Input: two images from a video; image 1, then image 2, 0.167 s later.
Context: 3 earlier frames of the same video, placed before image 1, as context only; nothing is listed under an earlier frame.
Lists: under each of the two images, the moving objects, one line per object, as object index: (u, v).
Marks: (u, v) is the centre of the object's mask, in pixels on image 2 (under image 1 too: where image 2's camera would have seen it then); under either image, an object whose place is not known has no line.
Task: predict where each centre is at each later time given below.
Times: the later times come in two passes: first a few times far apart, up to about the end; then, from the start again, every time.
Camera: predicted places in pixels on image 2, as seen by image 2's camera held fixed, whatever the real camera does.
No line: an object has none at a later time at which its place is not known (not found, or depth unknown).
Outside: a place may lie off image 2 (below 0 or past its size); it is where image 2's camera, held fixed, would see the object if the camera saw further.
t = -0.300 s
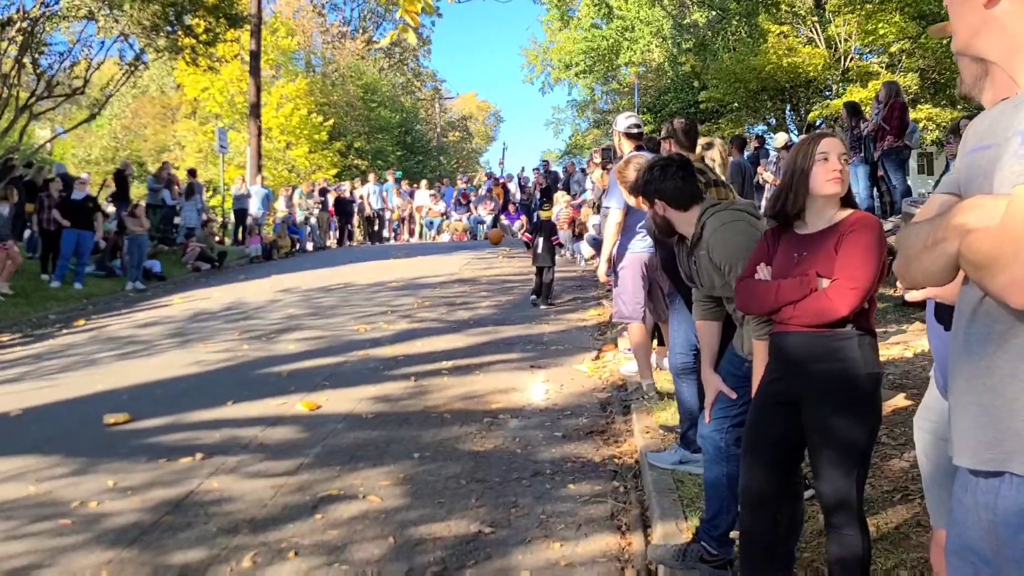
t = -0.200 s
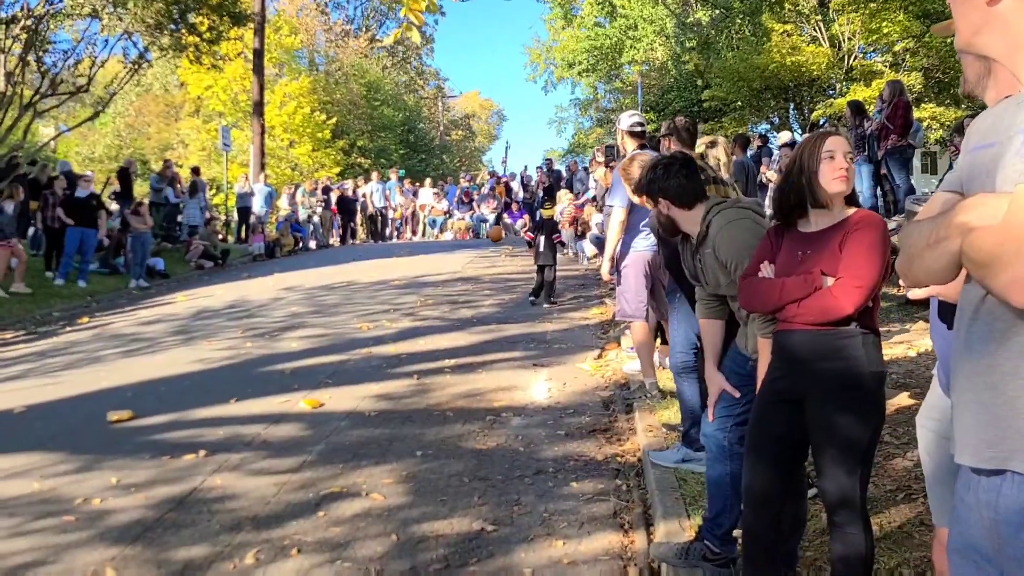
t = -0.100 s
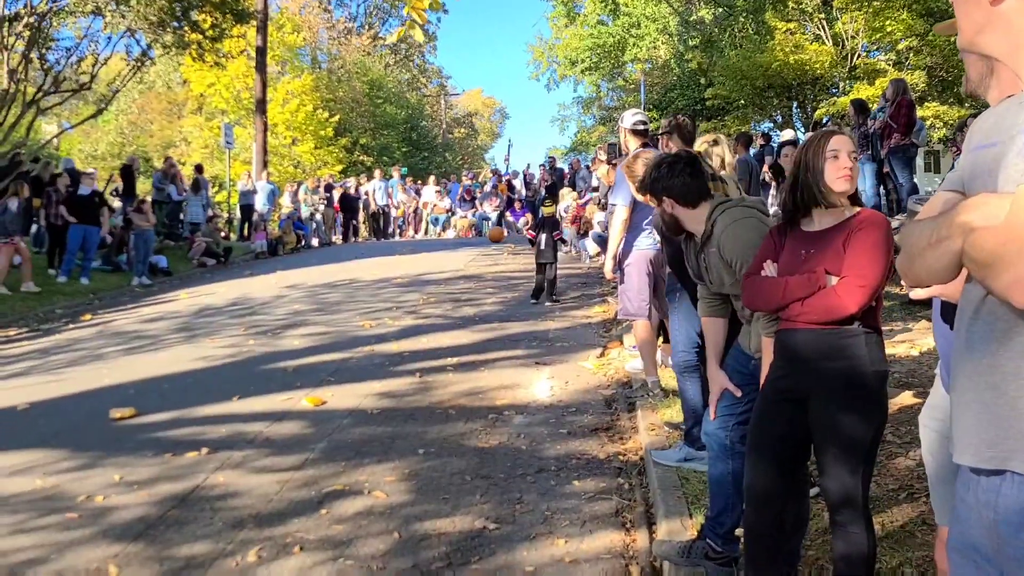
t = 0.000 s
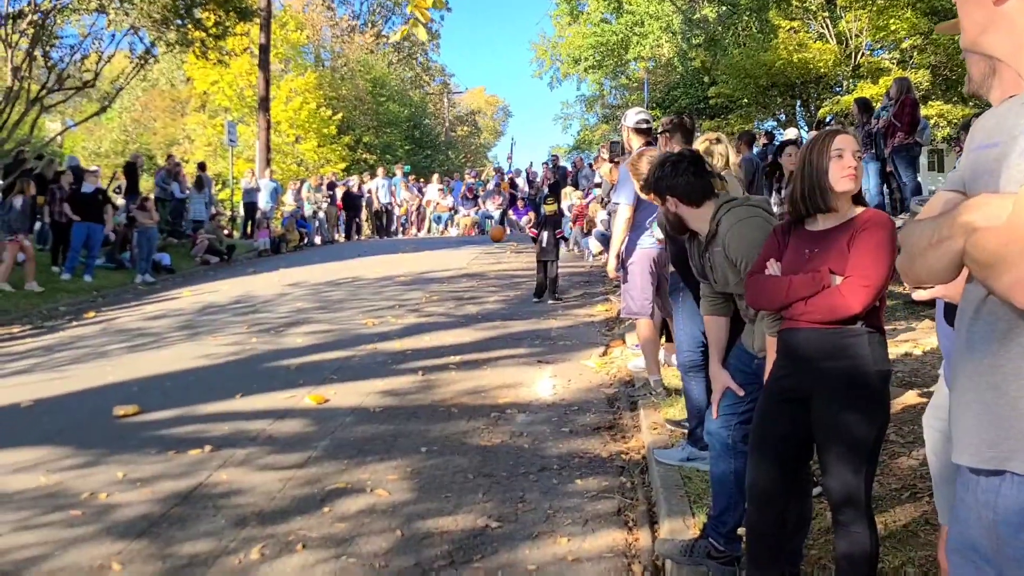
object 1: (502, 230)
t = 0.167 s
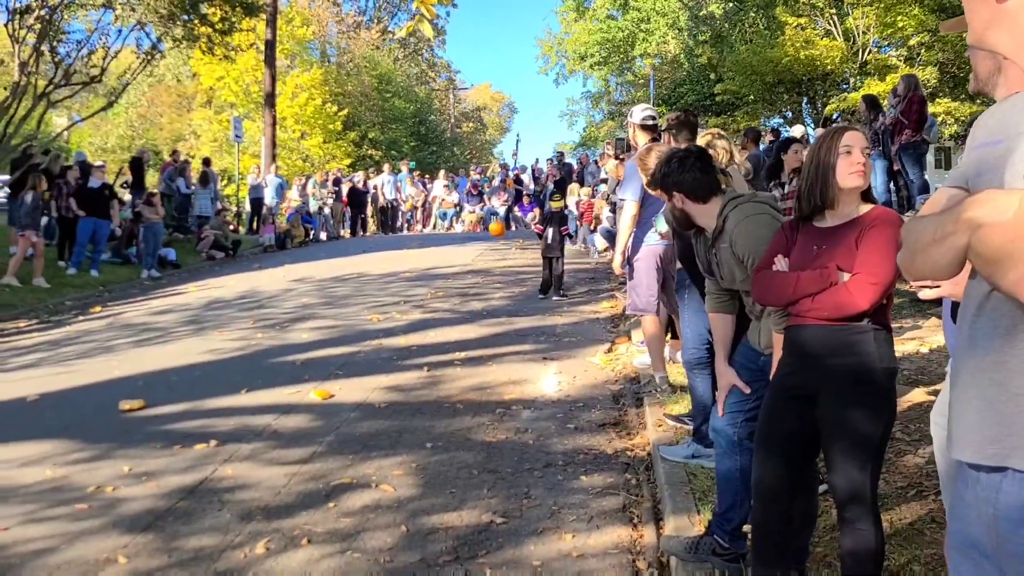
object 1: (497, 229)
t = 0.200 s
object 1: (497, 228)
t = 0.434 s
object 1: (492, 232)
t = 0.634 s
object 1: (487, 236)
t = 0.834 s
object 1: (482, 239)
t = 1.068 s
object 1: (475, 243)
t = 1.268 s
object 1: (469, 247)
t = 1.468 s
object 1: (460, 251)
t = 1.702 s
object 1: (447, 258)
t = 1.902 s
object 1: (433, 266)
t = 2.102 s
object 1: (416, 277)
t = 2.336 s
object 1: (392, 285)
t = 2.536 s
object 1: (365, 304)
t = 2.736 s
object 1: (329, 324)
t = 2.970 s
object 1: (270, 349)
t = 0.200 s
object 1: (497, 228)
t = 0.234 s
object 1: (497, 228)
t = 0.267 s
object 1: (496, 229)
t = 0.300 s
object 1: (495, 230)
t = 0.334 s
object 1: (494, 232)
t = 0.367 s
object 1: (493, 234)
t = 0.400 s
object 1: (493, 233)
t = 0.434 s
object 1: (492, 232)
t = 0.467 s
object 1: (491, 233)
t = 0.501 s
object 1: (490, 234)
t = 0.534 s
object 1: (489, 235)
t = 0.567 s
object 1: (489, 236)
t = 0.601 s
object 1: (488, 236)
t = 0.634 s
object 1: (487, 236)
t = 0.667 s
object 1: (486, 237)
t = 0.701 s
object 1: (486, 237)
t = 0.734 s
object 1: (484, 237)
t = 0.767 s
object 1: (484, 238)
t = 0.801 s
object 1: (482, 239)
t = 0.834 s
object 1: (482, 239)
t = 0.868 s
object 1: (481, 237)
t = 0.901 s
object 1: (480, 236)
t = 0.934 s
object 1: (479, 237)
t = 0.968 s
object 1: (479, 237)
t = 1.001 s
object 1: (477, 238)
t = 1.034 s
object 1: (476, 240)
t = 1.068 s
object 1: (475, 243)
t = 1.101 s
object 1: (474, 243)
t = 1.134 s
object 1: (473, 244)
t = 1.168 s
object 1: (472, 245)
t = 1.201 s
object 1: (471, 245)
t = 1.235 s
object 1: (470, 246)
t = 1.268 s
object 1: (469, 247)
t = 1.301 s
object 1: (467, 248)
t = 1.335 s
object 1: (466, 248)
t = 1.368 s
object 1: (465, 247)
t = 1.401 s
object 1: (463, 247)
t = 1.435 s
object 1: (462, 249)
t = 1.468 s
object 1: (460, 251)
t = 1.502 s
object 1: (459, 254)
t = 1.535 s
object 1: (457, 254)
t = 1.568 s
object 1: (455, 252)
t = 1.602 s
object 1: (453, 252)
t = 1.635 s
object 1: (451, 253)
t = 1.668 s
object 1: (449, 254)
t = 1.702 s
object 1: (447, 258)
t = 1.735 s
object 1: (445, 261)
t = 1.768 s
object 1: (443, 262)
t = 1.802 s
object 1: (440, 264)
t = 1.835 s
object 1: (438, 265)
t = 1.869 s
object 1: (435, 265)
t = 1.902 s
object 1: (433, 266)
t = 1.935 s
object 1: (430, 267)
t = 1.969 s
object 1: (427, 269)
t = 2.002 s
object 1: (425, 270)
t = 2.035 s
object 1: (422, 272)
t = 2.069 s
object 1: (419, 274)
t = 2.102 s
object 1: (416, 277)
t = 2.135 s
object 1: (413, 277)
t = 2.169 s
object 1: (409, 278)
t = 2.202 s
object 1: (406, 280)
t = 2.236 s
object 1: (403, 283)
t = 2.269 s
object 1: (400, 286)
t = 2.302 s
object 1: (396, 285)
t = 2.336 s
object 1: (392, 285)
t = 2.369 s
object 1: (388, 285)
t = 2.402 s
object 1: (383, 288)
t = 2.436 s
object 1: (379, 292)
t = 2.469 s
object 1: (374, 296)
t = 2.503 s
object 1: (370, 302)
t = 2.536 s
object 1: (365, 304)
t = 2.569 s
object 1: (360, 305)
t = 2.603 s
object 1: (354, 306)
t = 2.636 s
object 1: (347, 310)
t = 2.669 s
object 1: (342, 315)
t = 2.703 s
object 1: (335, 322)
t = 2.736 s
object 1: (329, 324)
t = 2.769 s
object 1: (322, 324)
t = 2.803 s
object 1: (314, 328)
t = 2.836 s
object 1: (306, 332)
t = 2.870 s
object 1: (296, 339)
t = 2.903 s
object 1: (288, 347)
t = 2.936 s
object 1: (279, 349)
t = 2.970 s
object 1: (270, 349)
